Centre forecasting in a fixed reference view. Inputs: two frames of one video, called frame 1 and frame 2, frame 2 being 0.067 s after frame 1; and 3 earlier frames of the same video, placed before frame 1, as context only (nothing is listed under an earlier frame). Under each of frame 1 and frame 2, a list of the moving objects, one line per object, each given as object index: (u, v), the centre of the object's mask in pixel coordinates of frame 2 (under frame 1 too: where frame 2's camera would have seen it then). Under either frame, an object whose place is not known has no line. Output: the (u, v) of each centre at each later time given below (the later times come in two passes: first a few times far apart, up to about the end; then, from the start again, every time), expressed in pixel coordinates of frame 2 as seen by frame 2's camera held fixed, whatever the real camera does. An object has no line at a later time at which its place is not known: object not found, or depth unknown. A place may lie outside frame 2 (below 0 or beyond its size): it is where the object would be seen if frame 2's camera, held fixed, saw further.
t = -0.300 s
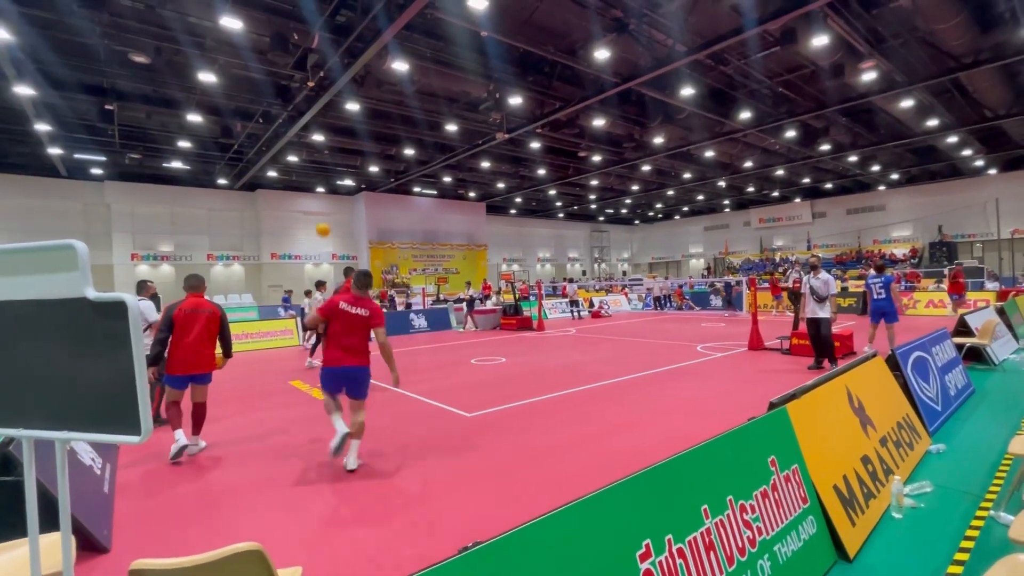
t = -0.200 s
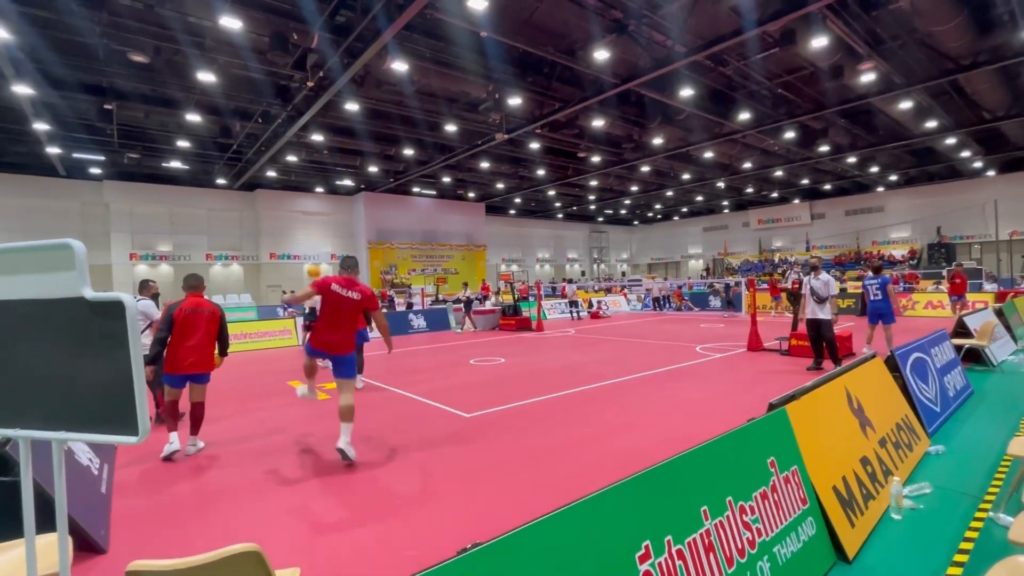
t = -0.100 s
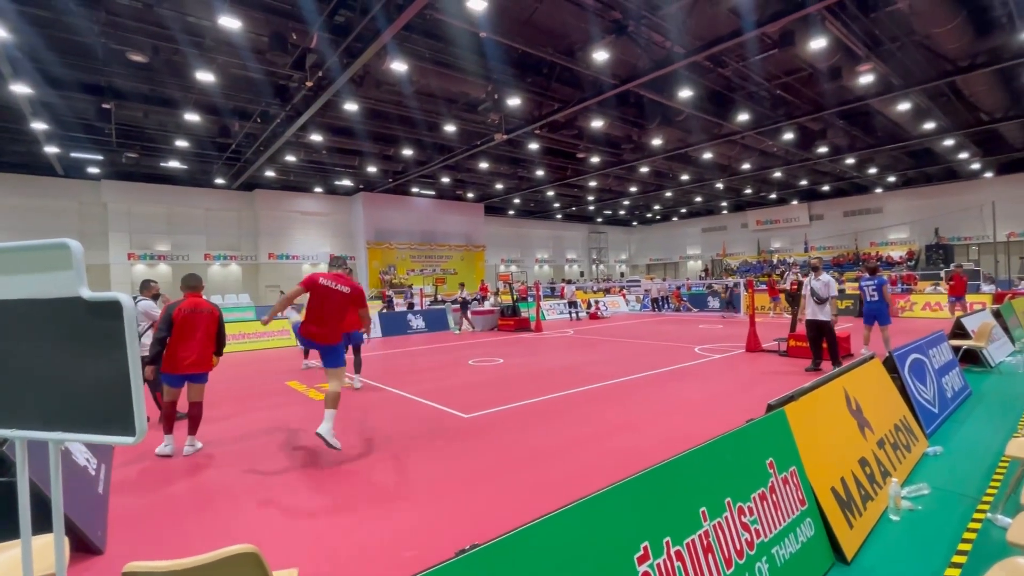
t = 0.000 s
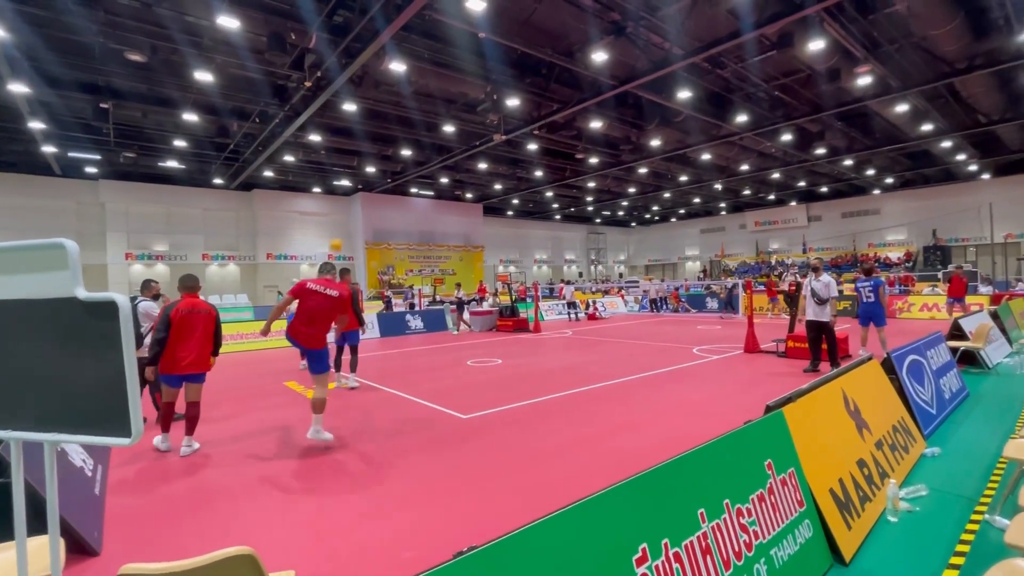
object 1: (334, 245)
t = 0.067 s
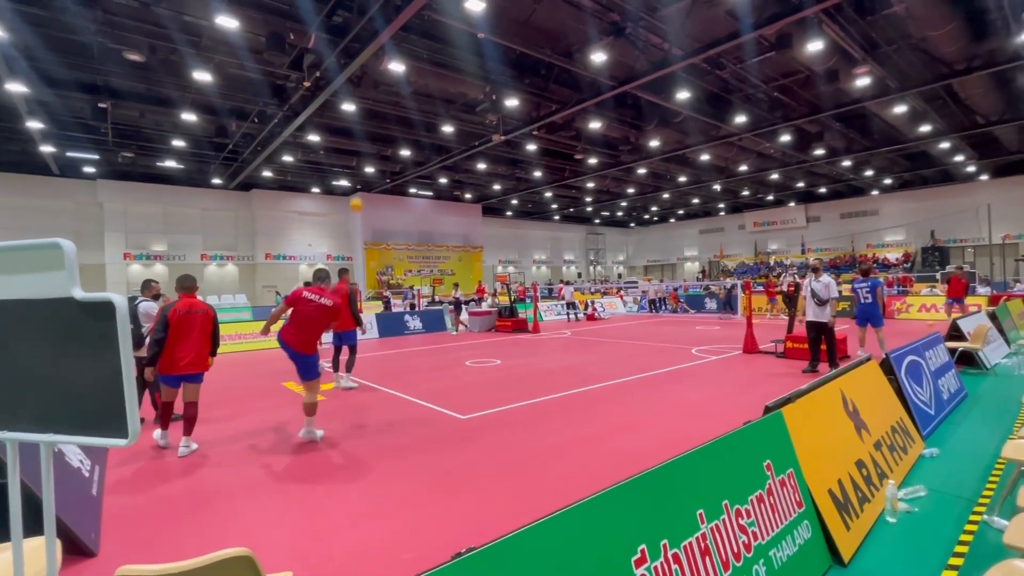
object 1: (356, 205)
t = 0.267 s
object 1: (418, 113)
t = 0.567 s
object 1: (508, 47)
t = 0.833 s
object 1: (585, 57)
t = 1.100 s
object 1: (660, 127)
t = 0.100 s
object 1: (366, 187)
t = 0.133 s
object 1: (377, 170)
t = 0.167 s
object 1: (387, 154)
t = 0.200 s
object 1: (397, 139)
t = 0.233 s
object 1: (407, 126)
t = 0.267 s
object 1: (418, 113)
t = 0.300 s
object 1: (428, 101)
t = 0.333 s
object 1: (438, 91)
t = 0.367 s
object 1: (448, 82)
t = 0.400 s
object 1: (458, 73)
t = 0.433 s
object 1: (468, 66)
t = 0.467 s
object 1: (478, 60)
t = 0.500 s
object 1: (488, 55)
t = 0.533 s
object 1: (498, 50)
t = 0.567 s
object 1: (508, 47)
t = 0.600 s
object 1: (518, 45)
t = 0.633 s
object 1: (527, 44)
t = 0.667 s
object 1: (537, 44)
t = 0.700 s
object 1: (547, 44)
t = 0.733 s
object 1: (557, 46)
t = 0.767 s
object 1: (566, 49)
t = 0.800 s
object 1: (576, 53)
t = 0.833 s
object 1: (585, 57)
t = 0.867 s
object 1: (595, 64)
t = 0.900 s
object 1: (605, 70)
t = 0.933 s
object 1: (614, 77)
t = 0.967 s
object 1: (624, 85)
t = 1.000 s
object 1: (633, 95)
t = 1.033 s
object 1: (642, 105)
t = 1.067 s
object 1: (651, 116)
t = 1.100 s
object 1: (660, 127)
